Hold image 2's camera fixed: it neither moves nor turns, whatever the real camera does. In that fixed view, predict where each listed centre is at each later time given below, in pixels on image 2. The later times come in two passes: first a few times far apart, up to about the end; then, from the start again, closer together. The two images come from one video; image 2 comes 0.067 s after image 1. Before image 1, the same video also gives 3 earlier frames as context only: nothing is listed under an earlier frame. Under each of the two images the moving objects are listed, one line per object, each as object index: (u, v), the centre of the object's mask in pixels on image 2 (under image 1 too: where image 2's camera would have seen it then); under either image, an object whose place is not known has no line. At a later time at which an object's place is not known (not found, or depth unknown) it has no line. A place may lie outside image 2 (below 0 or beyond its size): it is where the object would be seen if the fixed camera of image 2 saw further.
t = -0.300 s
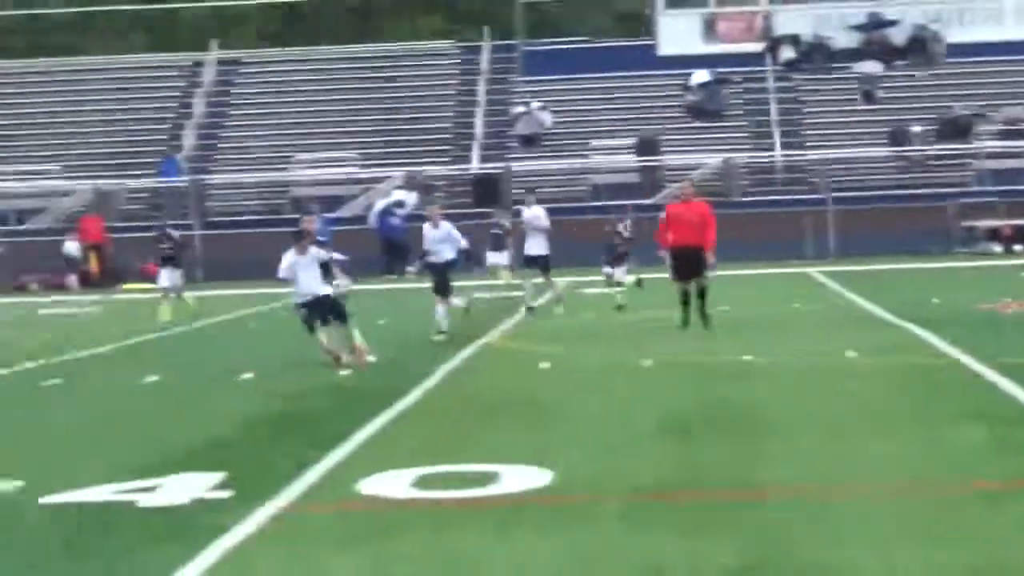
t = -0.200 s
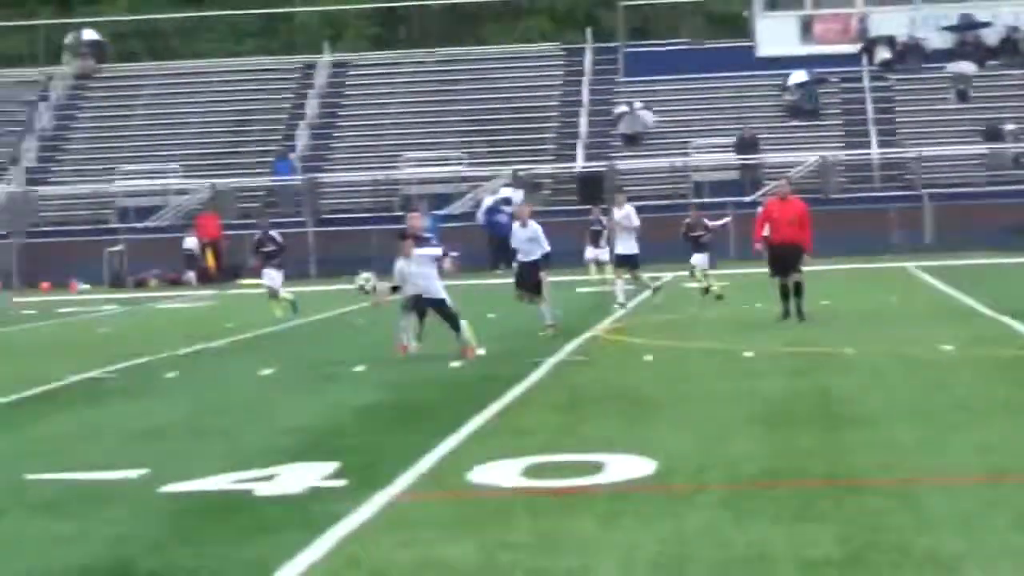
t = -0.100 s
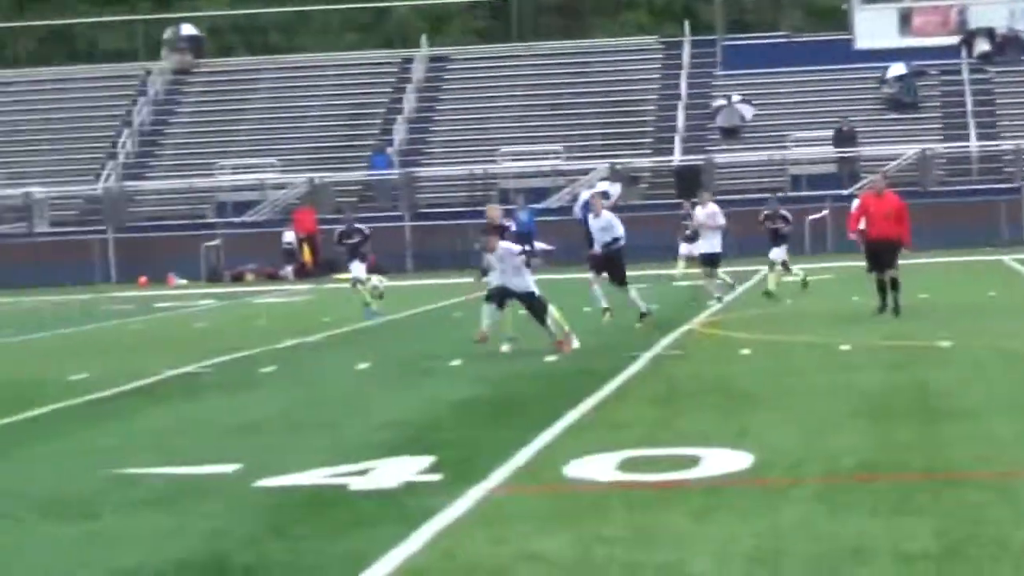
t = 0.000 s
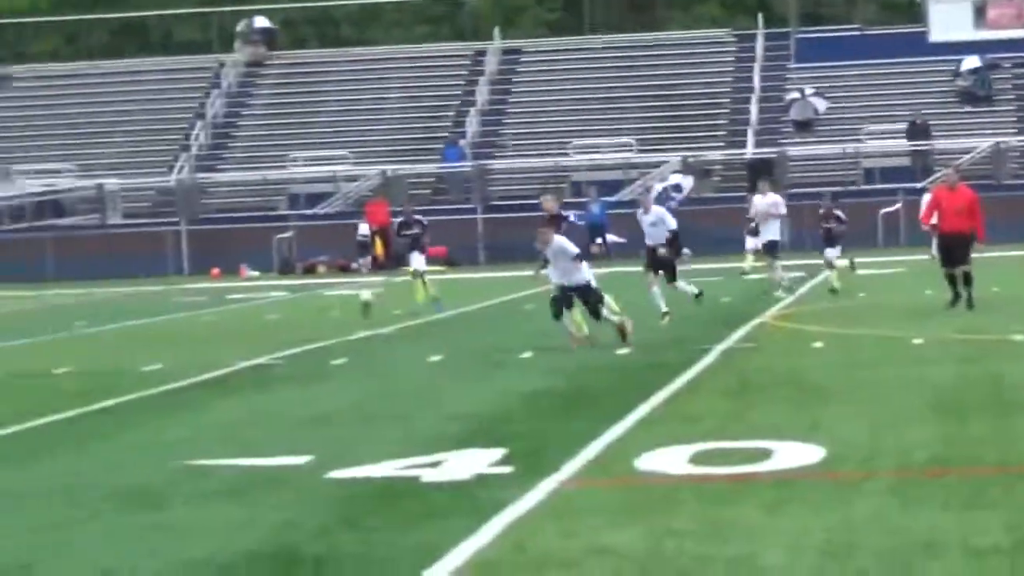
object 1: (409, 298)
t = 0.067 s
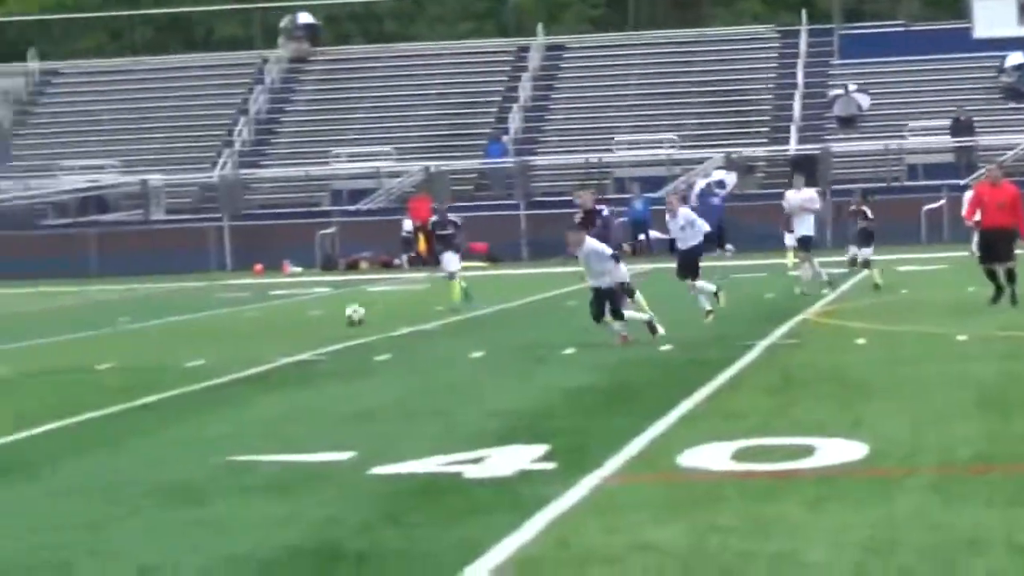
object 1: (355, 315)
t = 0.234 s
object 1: (232, 336)
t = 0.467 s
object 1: (84, 317)
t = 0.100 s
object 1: (327, 325)
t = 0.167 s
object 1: (274, 352)
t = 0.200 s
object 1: (253, 341)
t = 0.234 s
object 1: (232, 336)
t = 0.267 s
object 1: (210, 330)
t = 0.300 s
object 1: (191, 324)
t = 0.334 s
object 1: (169, 321)
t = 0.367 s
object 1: (149, 319)
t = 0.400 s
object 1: (127, 317)
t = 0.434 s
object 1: (105, 315)
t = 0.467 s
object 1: (84, 317)
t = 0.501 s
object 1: (63, 319)
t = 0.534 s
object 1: (42, 322)
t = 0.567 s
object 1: (21, 327)
